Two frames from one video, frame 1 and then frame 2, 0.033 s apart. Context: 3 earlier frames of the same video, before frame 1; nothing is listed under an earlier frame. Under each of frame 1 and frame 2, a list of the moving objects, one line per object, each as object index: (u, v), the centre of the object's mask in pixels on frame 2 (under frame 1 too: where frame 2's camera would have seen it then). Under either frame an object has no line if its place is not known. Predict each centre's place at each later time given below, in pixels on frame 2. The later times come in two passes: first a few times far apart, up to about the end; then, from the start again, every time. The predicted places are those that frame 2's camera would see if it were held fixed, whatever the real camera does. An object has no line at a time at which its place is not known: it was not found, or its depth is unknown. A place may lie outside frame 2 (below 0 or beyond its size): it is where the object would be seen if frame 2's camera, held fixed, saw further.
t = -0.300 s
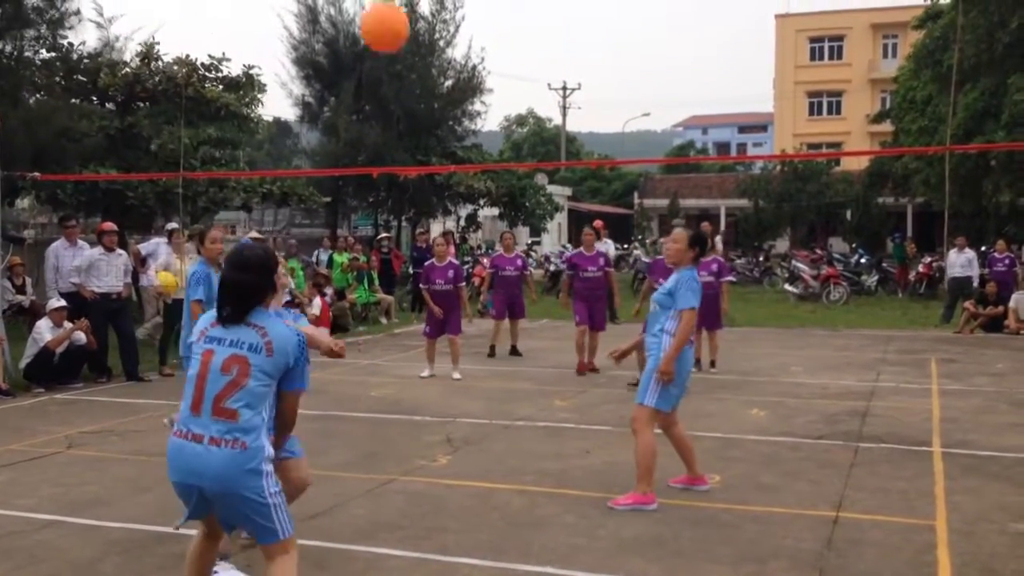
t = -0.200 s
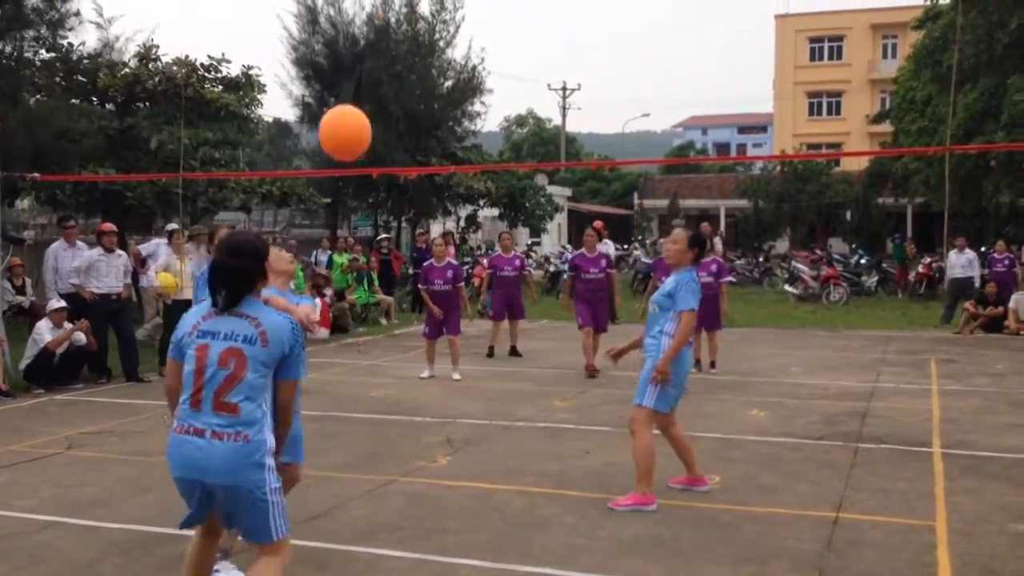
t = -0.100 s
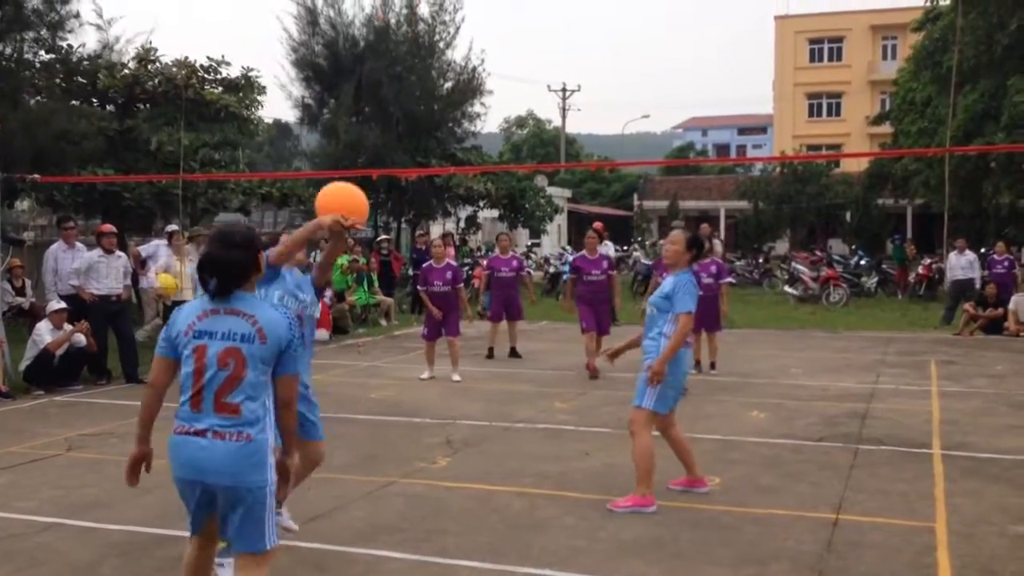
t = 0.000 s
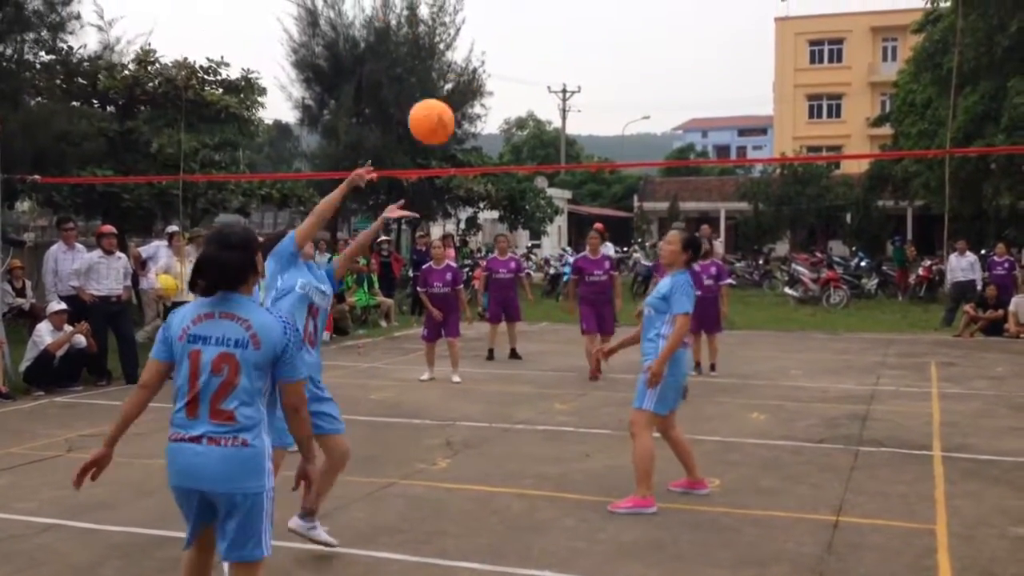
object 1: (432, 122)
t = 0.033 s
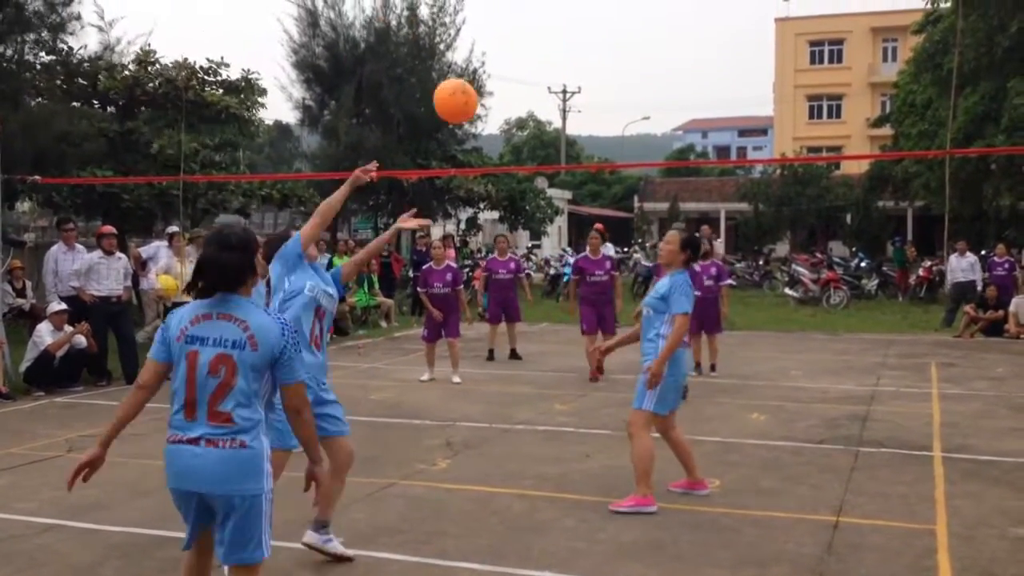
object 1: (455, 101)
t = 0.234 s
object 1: (557, 32)
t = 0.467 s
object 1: (620, 30)
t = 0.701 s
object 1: (650, 81)
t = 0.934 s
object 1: (664, 168)
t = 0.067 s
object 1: (477, 83)
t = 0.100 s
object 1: (497, 68)
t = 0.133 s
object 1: (514, 56)
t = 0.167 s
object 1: (530, 46)
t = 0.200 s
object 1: (544, 38)
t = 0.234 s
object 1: (557, 32)
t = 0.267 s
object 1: (568, 28)
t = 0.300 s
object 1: (579, 25)
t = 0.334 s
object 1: (588, 24)
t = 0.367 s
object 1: (598, 23)
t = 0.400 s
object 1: (606, 24)
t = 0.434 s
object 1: (613, 26)
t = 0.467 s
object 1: (620, 30)
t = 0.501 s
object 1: (626, 34)
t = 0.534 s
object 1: (631, 40)
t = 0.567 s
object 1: (636, 46)
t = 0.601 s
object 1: (640, 54)
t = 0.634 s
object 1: (644, 62)
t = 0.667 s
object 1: (647, 71)
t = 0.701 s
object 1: (650, 81)
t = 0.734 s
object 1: (653, 92)
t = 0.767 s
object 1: (655, 103)
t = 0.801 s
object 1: (657, 115)
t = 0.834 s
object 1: (659, 127)
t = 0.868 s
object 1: (661, 141)
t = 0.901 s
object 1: (662, 153)
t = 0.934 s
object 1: (664, 168)
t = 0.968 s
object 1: (665, 182)
